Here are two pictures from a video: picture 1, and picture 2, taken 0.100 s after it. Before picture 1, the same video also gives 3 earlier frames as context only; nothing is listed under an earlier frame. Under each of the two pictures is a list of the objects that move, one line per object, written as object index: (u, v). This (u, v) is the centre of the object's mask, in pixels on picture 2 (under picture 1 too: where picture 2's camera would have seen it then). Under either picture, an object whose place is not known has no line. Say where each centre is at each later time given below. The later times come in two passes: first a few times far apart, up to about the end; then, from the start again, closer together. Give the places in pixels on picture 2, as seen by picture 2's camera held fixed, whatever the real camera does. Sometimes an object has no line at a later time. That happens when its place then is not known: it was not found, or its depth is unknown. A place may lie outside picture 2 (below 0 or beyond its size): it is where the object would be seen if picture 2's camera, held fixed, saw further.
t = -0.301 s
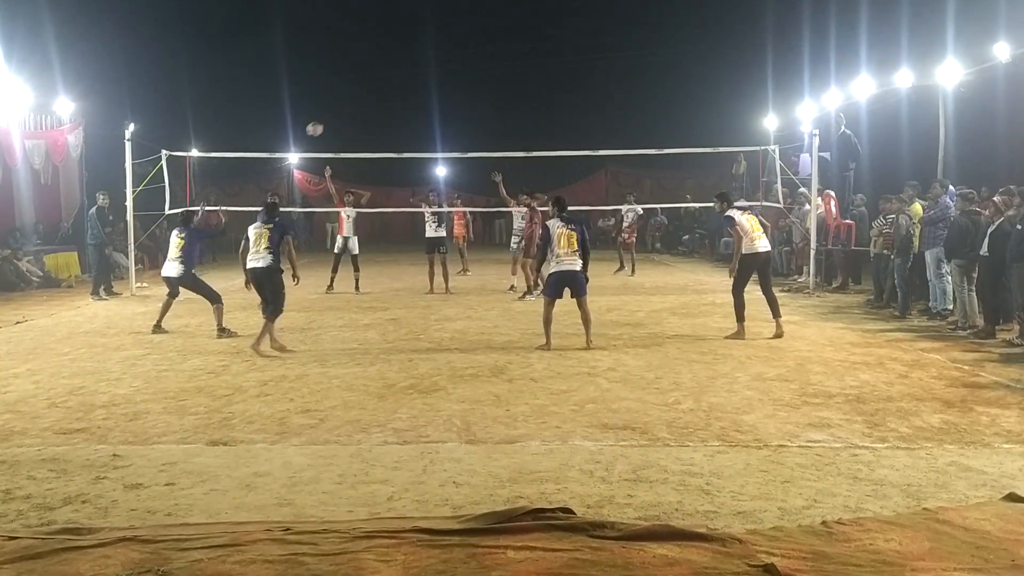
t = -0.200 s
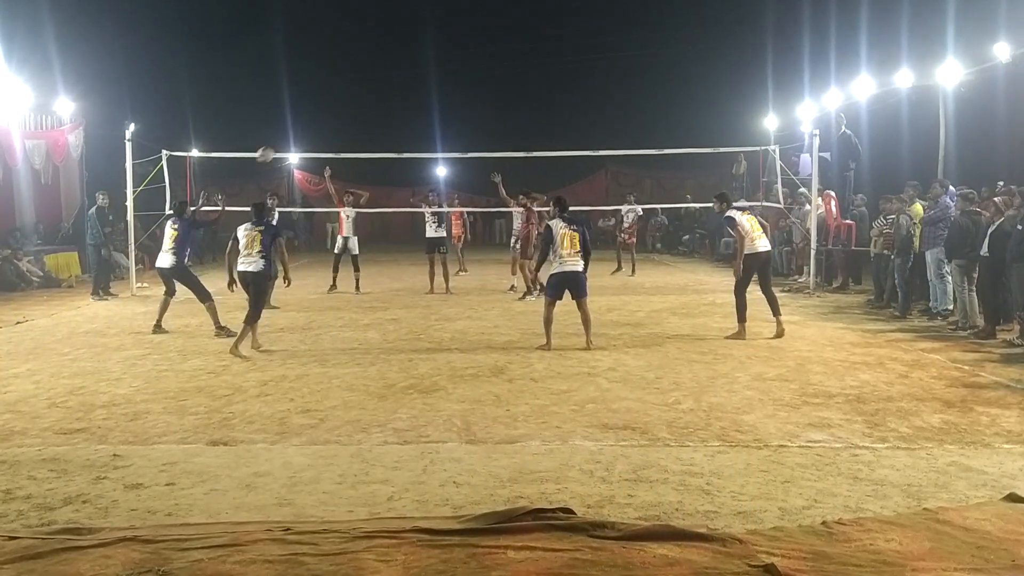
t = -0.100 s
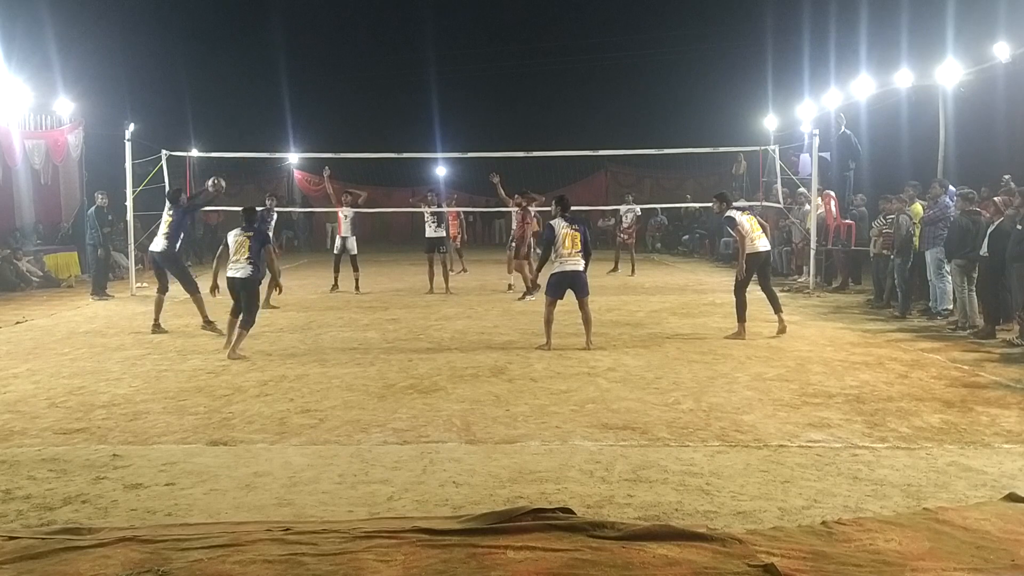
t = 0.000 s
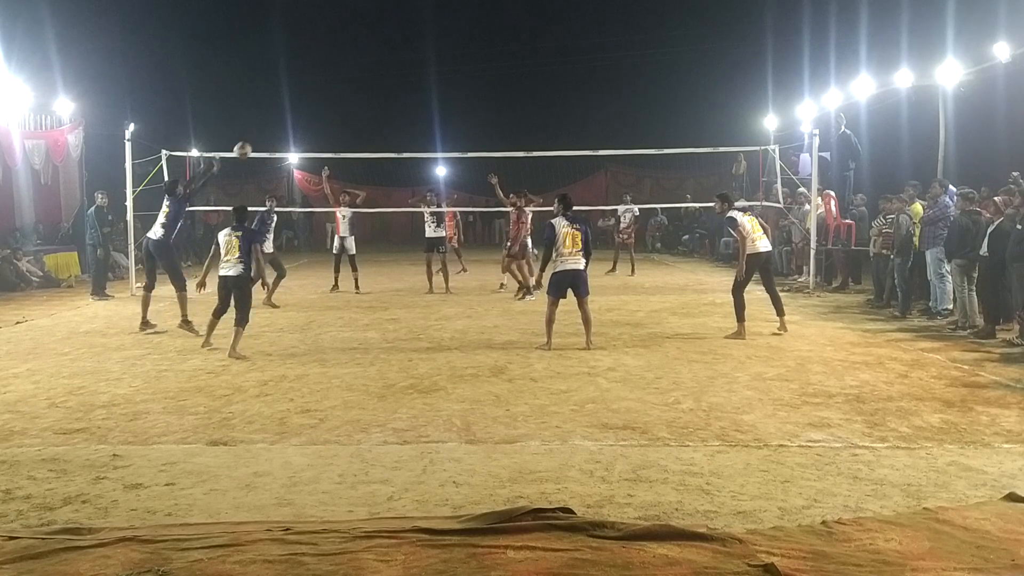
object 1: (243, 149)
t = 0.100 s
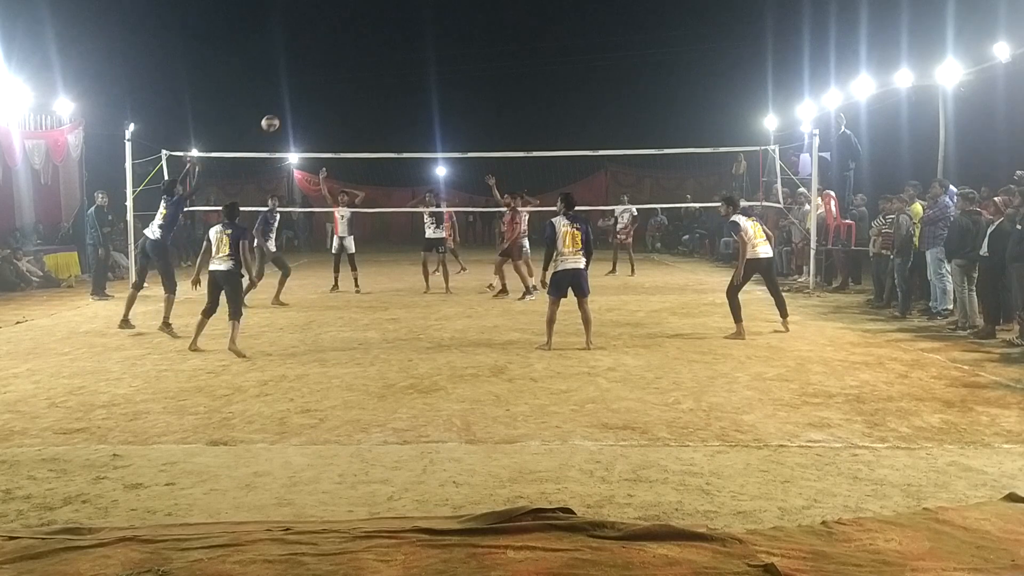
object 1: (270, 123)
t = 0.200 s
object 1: (296, 104)
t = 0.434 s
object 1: (352, 90)
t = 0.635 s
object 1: (395, 108)
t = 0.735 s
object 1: (414, 127)
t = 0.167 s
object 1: (287, 109)
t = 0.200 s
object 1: (296, 104)
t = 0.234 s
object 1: (304, 99)
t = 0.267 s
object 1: (313, 95)
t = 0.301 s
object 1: (320, 92)
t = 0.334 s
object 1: (329, 90)
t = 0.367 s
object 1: (337, 89)
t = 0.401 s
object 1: (344, 89)
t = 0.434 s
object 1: (352, 90)
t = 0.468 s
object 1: (359, 91)
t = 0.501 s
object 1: (367, 93)
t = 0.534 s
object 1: (374, 96)
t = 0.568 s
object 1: (381, 99)
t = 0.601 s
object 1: (388, 104)
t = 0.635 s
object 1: (395, 108)
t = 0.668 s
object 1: (401, 114)
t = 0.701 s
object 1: (408, 120)
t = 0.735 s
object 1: (414, 127)
